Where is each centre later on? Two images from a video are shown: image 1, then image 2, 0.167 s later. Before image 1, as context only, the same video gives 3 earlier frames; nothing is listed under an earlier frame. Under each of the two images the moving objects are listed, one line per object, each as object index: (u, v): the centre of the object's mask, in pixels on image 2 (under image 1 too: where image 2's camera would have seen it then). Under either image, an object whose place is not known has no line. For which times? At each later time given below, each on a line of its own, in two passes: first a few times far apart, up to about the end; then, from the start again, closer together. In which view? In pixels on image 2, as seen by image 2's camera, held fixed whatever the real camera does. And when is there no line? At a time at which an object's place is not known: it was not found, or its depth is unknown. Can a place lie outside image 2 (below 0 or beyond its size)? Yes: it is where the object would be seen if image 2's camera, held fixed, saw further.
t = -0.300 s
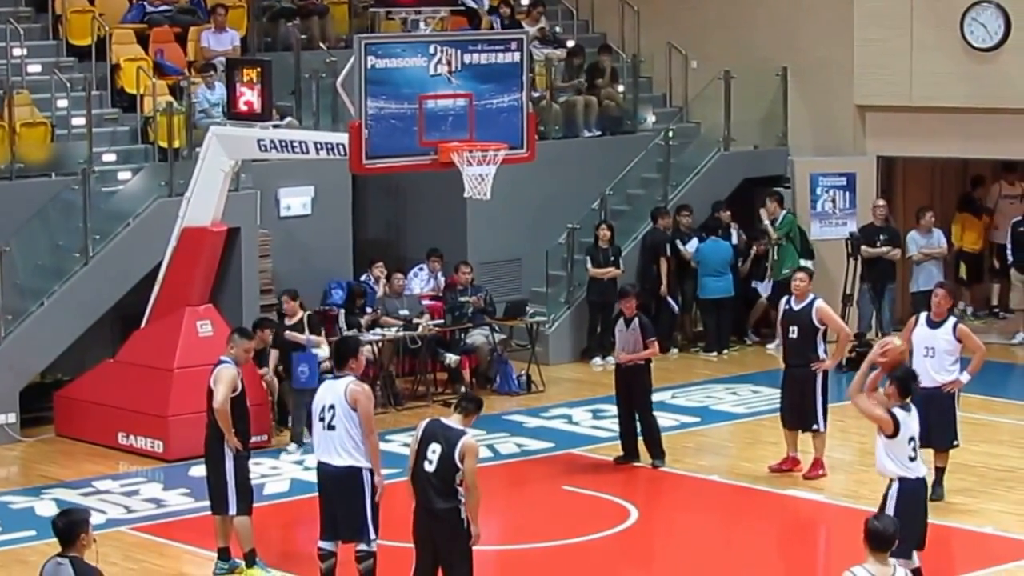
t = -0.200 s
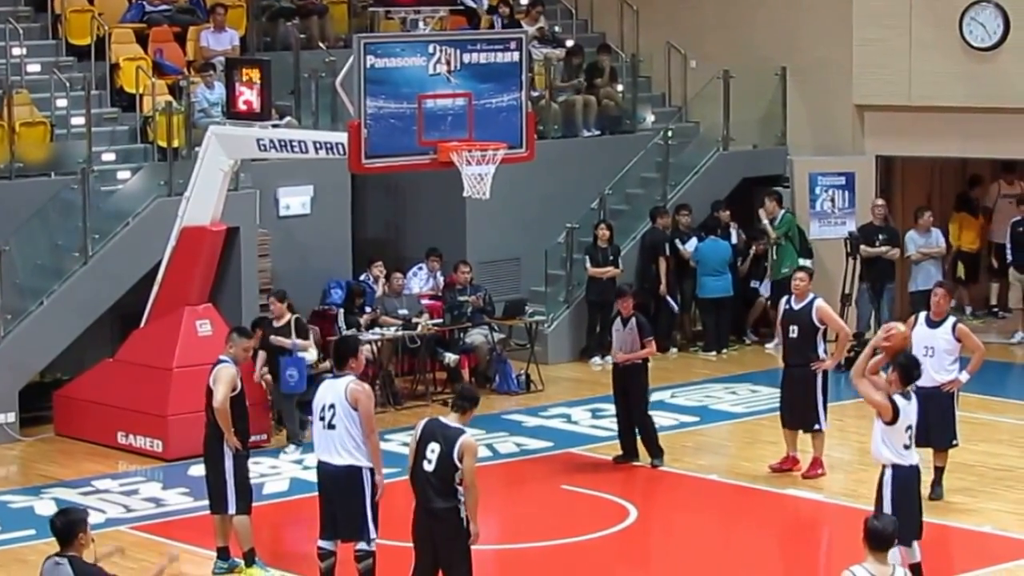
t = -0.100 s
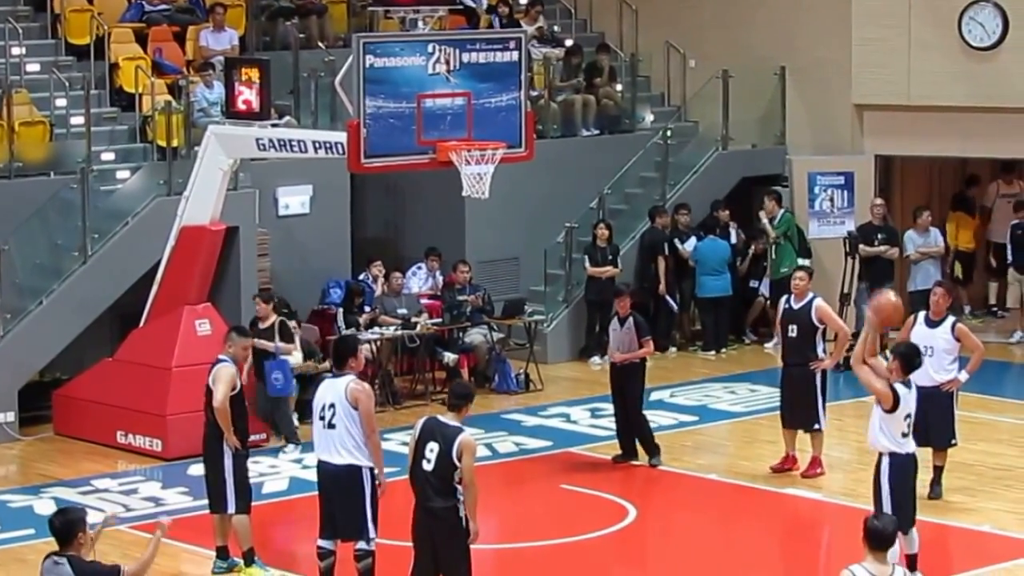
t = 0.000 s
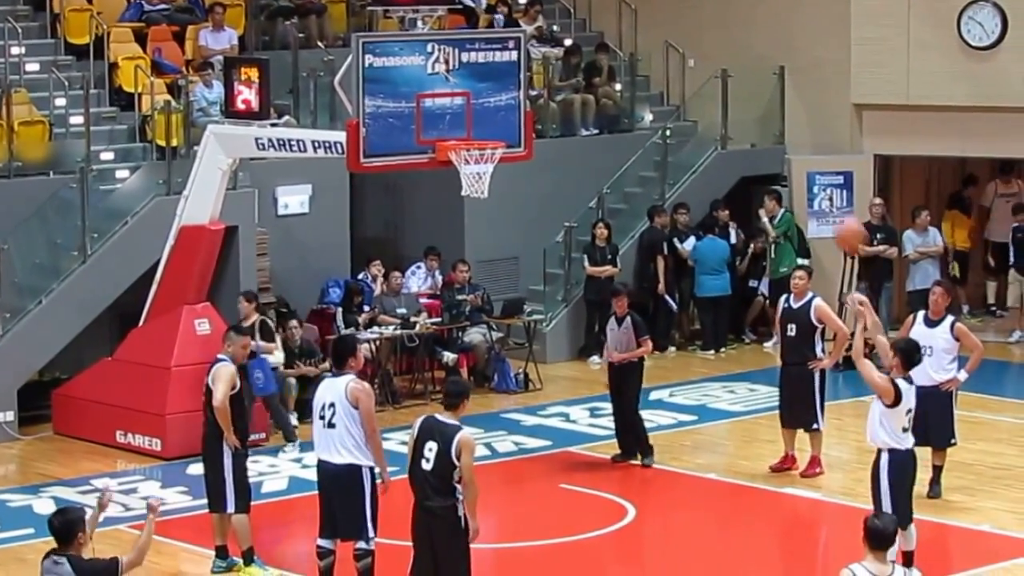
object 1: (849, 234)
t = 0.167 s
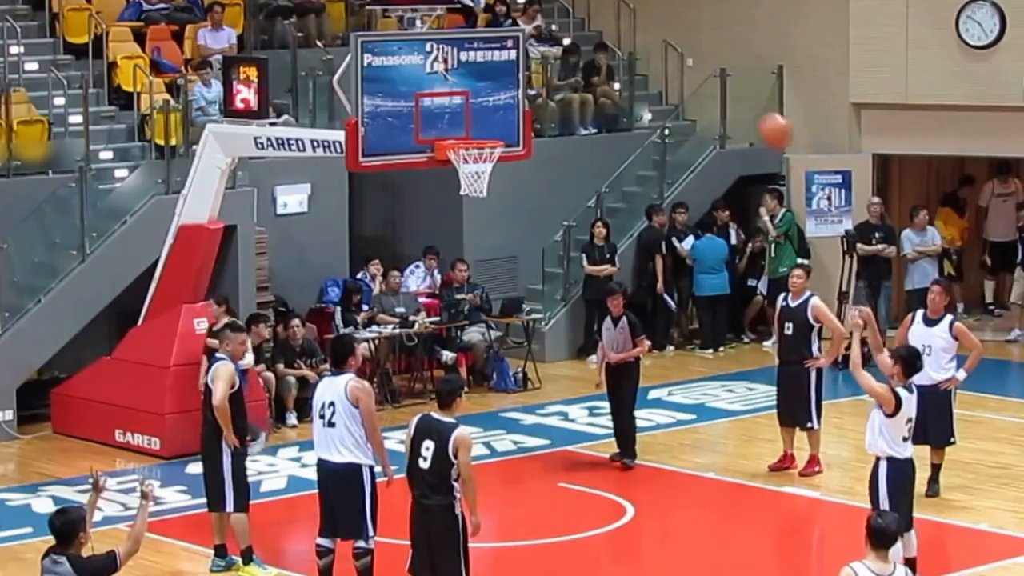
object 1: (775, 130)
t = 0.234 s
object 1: (747, 101)
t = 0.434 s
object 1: (666, 48)
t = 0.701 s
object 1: (568, 59)
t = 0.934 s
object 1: (489, 131)
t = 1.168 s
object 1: (439, 213)
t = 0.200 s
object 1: (761, 115)
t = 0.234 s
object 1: (747, 101)
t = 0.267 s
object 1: (733, 88)
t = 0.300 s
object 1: (719, 77)
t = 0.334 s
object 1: (706, 67)
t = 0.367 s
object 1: (693, 60)
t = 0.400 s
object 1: (679, 53)
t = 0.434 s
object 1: (666, 48)
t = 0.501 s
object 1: (642, 43)
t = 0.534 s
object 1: (629, 42)
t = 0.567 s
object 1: (616, 43)
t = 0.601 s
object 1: (604, 44)
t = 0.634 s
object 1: (591, 48)
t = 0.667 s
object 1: (579, 52)
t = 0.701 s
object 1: (568, 59)
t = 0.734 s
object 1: (556, 65)
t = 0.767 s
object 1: (545, 73)
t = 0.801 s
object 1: (536, 83)
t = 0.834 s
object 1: (523, 94)
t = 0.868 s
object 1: (512, 106)
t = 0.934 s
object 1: (489, 131)
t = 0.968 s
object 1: (479, 143)
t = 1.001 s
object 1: (471, 158)
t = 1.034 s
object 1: (465, 174)
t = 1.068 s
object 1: (455, 181)
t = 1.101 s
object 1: (449, 190)
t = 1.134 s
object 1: (445, 201)
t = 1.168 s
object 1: (439, 213)
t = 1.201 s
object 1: (433, 226)
